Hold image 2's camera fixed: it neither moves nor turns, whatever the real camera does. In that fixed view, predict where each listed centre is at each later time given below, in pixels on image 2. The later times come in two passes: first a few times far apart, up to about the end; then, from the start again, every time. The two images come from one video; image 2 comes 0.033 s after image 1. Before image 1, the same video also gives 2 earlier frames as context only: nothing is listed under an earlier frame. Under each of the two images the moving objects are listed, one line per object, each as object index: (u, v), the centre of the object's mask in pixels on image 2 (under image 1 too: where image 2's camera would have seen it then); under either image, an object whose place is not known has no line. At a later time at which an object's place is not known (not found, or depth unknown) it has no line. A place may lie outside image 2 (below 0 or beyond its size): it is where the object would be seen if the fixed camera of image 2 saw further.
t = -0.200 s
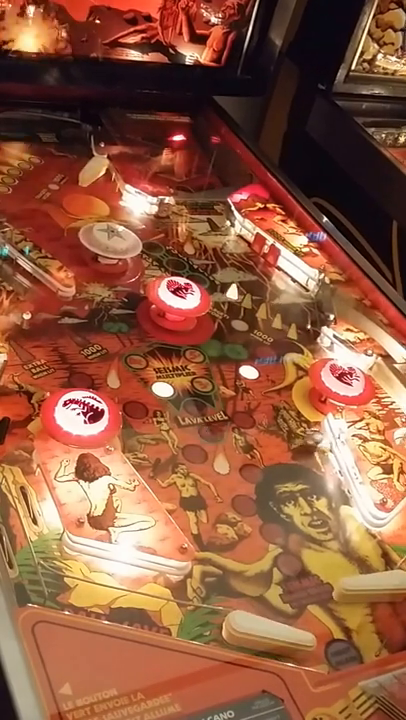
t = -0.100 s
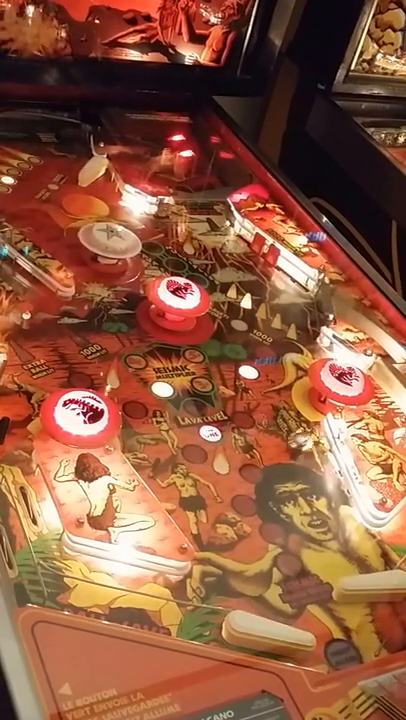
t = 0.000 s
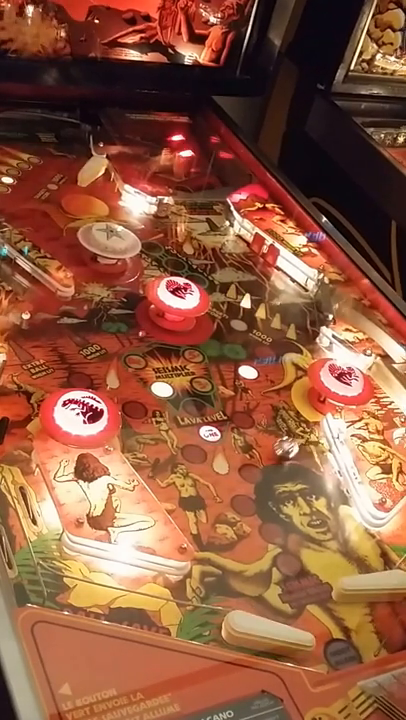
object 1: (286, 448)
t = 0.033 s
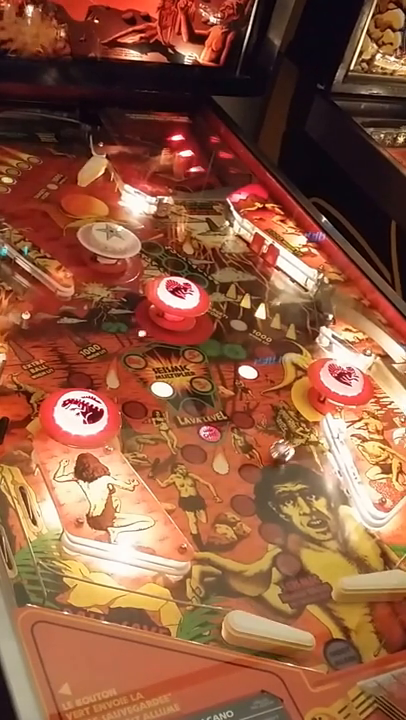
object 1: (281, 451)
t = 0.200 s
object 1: (265, 474)
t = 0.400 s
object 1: (255, 518)
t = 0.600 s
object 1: (252, 585)
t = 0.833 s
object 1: (193, 586)
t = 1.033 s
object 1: (177, 583)
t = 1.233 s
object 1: (183, 585)
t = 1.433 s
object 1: (196, 586)
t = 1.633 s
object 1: (214, 590)
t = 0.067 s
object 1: (277, 454)
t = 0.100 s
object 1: (274, 459)
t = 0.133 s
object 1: (271, 464)
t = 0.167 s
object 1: (268, 469)
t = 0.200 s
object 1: (265, 474)
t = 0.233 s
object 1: (263, 480)
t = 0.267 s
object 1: (261, 487)
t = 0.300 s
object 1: (259, 495)
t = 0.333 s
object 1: (258, 502)
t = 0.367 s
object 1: (256, 510)
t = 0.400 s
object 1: (255, 518)
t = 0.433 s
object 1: (254, 529)
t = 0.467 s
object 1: (253, 540)
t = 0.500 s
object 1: (253, 551)
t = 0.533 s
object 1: (253, 564)
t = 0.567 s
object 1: (253, 580)
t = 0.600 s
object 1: (252, 585)
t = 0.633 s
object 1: (238, 582)
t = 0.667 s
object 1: (230, 582)
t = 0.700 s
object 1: (221, 582)
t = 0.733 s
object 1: (213, 583)
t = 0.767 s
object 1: (208, 583)
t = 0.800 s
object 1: (199, 583)
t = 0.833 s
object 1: (193, 586)
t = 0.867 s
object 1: (184, 584)
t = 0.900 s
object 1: (179, 584)
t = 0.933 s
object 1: (178, 583)
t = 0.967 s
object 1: (177, 583)
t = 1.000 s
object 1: (177, 583)
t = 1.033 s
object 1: (177, 583)
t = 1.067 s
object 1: (178, 583)
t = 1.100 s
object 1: (179, 584)
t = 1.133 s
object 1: (180, 584)
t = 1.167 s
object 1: (181, 584)
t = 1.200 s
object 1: (182, 584)
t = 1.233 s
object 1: (183, 585)
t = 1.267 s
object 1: (185, 585)
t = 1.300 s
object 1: (187, 586)
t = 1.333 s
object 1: (189, 587)
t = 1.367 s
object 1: (191, 587)
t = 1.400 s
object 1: (193, 587)
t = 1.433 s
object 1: (196, 586)
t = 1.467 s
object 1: (198, 587)
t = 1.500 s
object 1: (201, 587)
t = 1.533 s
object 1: (204, 589)
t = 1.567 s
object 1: (207, 589)
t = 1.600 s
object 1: (210, 590)
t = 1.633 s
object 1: (214, 590)
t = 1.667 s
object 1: (217, 590)
